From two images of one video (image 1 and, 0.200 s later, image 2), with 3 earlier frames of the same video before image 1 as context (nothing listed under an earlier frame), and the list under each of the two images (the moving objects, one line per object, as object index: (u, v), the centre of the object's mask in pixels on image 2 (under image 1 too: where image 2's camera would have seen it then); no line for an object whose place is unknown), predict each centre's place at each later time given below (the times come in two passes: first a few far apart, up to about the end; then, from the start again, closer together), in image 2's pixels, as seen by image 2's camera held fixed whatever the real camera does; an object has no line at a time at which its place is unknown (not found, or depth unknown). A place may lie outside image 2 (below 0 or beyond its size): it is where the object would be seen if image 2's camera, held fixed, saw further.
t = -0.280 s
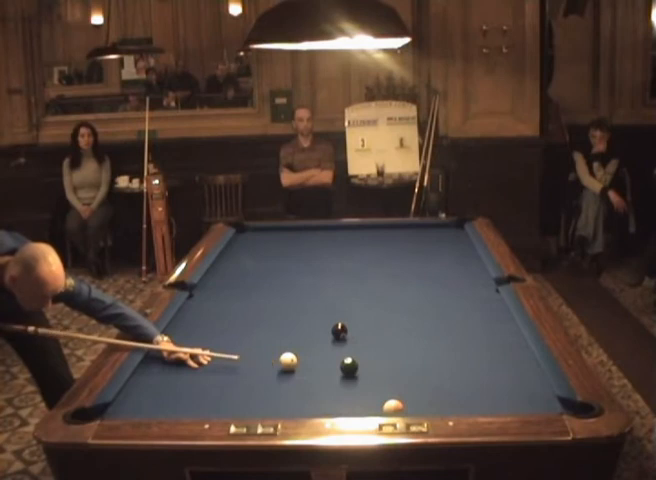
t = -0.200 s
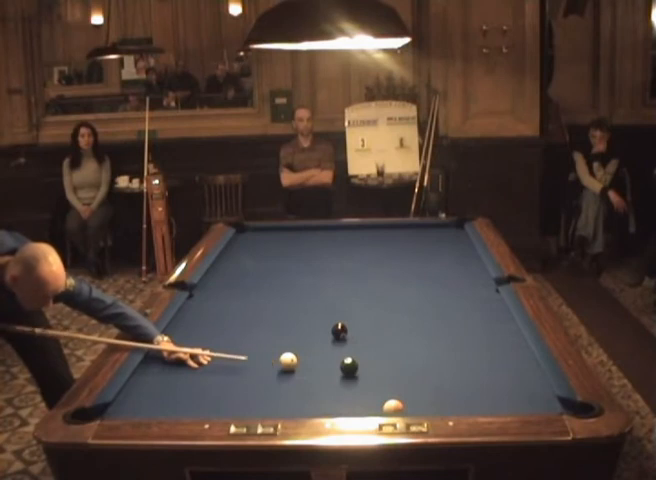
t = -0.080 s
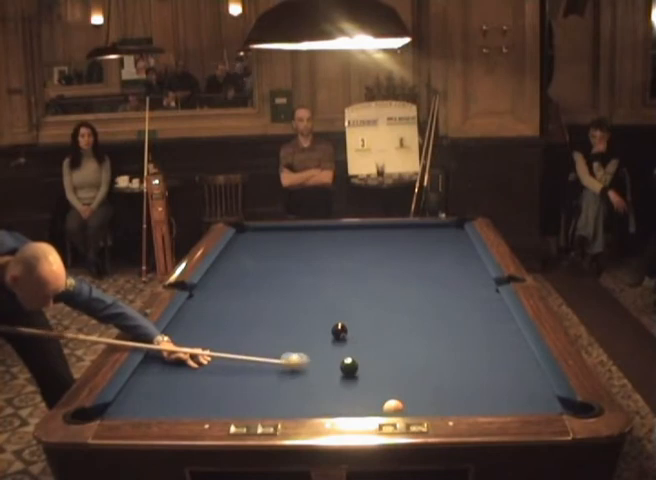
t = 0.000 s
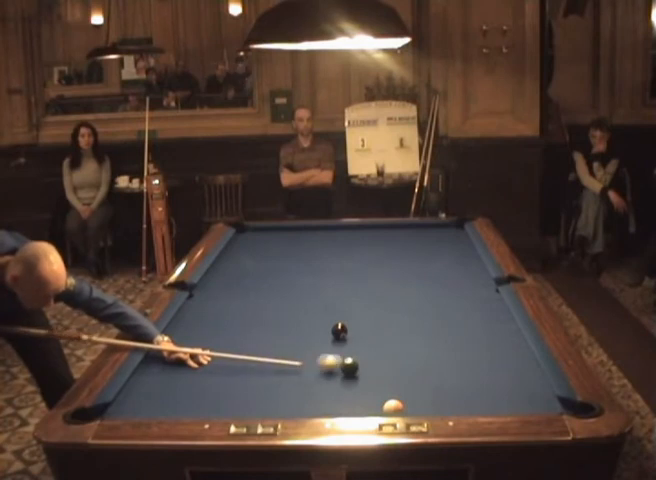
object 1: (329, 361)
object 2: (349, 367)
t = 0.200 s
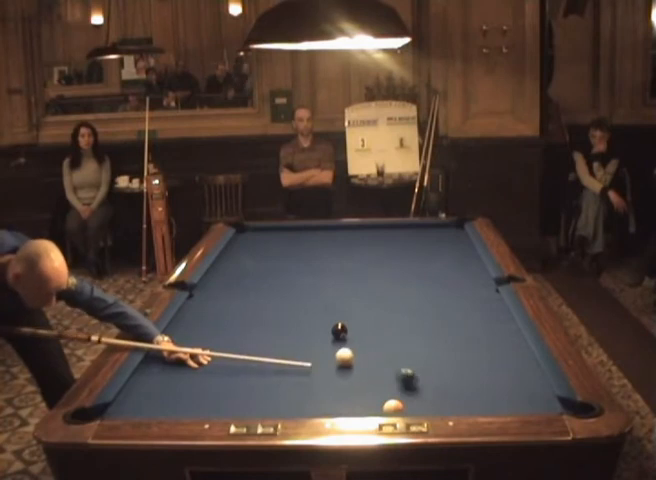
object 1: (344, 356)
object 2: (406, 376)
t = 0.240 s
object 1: (346, 355)
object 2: (417, 379)
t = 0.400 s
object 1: (354, 350)
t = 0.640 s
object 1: (364, 343)
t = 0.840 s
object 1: (372, 338)
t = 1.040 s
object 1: (379, 334)
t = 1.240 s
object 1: (386, 330)
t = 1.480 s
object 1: (392, 325)
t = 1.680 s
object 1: (398, 322)
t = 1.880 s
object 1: (403, 319)
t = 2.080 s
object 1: (408, 316)
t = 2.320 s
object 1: (412, 313)
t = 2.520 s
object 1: (416, 311)
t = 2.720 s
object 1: (419, 309)
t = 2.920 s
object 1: (422, 307)
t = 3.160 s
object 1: (426, 305)
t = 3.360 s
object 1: (427, 304)
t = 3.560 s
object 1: (429, 303)
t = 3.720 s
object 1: (430, 302)
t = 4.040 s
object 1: (431, 301)
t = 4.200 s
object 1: (433, 301)
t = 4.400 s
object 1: (433, 300)
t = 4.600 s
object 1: (433, 300)
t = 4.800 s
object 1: (433, 300)
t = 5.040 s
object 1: (433, 300)
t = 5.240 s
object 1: (433, 300)
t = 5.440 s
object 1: (433, 300)
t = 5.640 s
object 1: (433, 300)
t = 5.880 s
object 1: (433, 300)
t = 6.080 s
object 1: (433, 300)
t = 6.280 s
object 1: (433, 300)
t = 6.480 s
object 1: (433, 300)
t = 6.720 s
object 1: (433, 300)
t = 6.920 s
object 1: (433, 300)
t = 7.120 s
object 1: (433, 300)
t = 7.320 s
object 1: (433, 300)
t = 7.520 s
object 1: (433, 300)
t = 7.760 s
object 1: (433, 300)
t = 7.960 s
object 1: (433, 300)
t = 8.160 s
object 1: (433, 300)
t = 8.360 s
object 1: (433, 300)
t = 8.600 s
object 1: (433, 300)
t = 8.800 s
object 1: (433, 300)
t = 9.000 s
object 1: (433, 300)
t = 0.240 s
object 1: (346, 355)
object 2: (417, 379)
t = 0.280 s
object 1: (348, 354)
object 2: (429, 383)
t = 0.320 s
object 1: (350, 352)
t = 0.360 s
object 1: (352, 351)
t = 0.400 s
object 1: (354, 350)
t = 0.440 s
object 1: (355, 349)
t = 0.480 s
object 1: (357, 347)
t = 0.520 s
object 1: (359, 346)
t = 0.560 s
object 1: (361, 345)
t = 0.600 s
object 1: (362, 344)
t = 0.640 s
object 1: (364, 343)
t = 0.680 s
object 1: (365, 342)
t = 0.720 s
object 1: (367, 341)
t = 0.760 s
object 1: (369, 340)
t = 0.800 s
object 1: (370, 339)
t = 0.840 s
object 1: (372, 338)
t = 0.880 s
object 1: (373, 337)
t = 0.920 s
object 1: (375, 336)
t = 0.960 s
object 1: (376, 336)
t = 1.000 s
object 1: (377, 335)
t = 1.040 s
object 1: (379, 334)
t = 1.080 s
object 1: (380, 333)
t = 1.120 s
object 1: (381, 332)
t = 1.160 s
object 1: (383, 331)
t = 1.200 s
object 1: (384, 330)
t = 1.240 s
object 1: (386, 330)
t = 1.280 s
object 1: (387, 329)
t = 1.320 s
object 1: (388, 328)
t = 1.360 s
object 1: (389, 327)
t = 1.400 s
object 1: (390, 327)
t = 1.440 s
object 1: (392, 326)
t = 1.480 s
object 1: (392, 325)
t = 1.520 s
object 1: (394, 325)
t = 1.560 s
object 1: (395, 324)
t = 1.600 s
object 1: (396, 323)
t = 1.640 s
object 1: (397, 323)
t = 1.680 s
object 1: (398, 322)
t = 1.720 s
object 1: (399, 321)
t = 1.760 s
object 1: (400, 321)
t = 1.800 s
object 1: (401, 320)
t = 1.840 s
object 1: (402, 320)
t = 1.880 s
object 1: (403, 319)
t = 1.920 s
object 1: (404, 319)
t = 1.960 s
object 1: (405, 318)
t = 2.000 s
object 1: (406, 317)
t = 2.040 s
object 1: (407, 317)
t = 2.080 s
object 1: (408, 316)
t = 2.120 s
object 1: (408, 316)
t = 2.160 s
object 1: (409, 315)
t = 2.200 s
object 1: (410, 315)
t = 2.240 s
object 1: (411, 314)
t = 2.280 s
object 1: (412, 313)
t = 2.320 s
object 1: (412, 313)
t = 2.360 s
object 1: (413, 313)
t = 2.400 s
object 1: (414, 312)
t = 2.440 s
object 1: (414, 312)
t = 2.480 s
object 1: (415, 311)
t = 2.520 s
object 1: (416, 311)
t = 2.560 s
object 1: (416, 311)
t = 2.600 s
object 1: (417, 310)
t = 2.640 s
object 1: (418, 310)
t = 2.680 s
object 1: (419, 309)
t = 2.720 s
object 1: (419, 309)
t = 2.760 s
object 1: (420, 309)
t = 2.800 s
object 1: (420, 308)
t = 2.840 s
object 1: (421, 308)
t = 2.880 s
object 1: (422, 308)
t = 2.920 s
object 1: (422, 307)
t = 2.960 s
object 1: (423, 307)
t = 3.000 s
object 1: (424, 306)
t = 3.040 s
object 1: (424, 306)
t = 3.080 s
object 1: (424, 306)
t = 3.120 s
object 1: (425, 306)
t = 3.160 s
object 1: (426, 305)
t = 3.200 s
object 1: (426, 305)
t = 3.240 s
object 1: (426, 305)
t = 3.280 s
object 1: (427, 305)
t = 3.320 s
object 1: (427, 304)
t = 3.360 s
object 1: (427, 304)
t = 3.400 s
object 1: (428, 304)
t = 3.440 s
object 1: (428, 304)
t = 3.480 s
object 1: (429, 304)
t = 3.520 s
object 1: (429, 303)
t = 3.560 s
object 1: (429, 303)
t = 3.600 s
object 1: (430, 303)
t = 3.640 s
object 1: (430, 303)
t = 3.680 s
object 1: (430, 303)
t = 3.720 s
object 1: (430, 302)
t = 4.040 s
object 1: (431, 301)
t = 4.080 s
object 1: (432, 301)
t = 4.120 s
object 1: (432, 301)
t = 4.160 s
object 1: (433, 301)
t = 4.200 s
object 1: (433, 301)
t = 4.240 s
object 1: (433, 300)
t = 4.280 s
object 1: (433, 300)
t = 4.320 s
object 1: (433, 300)
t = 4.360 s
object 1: (433, 300)
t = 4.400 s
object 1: (433, 300)
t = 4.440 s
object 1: (433, 300)
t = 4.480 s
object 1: (433, 300)
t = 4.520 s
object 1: (433, 300)
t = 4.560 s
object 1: (433, 300)
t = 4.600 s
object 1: (433, 300)
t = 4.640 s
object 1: (433, 300)
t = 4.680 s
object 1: (433, 300)
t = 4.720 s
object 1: (433, 300)
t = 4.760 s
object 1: (433, 300)
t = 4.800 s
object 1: (433, 300)
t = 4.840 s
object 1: (433, 300)
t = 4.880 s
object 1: (433, 300)
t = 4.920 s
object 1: (433, 300)
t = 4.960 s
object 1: (433, 300)
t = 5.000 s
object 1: (433, 300)
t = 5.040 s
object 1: (433, 300)
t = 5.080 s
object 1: (433, 300)
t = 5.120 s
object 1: (433, 300)
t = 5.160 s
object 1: (433, 300)
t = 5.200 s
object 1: (433, 300)
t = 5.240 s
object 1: (433, 300)
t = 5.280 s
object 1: (433, 300)
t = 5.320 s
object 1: (433, 300)
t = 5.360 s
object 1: (433, 300)
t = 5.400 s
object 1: (433, 300)
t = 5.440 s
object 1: (433, 300)
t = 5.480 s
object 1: (433, 300)
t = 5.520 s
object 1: (433, 300)
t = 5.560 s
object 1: (433, 300)
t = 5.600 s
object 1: (433, 300)
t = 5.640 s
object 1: (433, 300)
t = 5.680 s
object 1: (433, 300)
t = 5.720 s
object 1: (433, 300)
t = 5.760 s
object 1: (433, 300)
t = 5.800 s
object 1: (433, 300)
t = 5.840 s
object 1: (433, 300)
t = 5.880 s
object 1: (433, 300)
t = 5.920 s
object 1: (433, 300)
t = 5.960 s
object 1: (433, 300)
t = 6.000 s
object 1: (433, 300)
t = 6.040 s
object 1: (433, 300)
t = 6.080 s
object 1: (433, 300)
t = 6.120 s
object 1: (433, 300)
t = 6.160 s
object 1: (433, 300)
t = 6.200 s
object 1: (433, 300)
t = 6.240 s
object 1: (433, 300)
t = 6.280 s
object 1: (433, 300)
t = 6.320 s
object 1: (433, 300)
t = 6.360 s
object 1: (433, 300)
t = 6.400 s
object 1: (433, 300)
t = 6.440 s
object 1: (433, 300)
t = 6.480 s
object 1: (433, 300)
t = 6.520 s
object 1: (433, 300)
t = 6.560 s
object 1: (433, 300)
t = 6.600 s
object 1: (433, 300)
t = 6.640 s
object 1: (433, 300)
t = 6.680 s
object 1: (433, 300)
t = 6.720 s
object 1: (433, 300)
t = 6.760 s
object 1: (433, 300)
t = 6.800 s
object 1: (433, 300)
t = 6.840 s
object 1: (433, 300)
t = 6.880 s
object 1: (433, 300)
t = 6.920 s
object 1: (433, 300)
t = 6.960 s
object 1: (433, 300)
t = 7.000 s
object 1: (433, 300)
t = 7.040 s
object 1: (433, 300)
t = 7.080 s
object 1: (433, 300)
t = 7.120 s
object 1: (433, 300)
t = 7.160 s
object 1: (433, 300)
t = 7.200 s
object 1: (433, 300)
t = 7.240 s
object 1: (433, 300)
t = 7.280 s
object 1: (433, 300)
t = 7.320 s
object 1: (433, 300)
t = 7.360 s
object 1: (433, 300)
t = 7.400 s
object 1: (433, 300)
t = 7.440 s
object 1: (433, 300)
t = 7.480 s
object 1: (433, 300)
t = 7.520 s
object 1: (433, 300)
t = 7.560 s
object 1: (433, 300)
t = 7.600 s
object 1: (433, 300)
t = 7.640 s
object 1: (433, 300)
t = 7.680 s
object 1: (433, 300)
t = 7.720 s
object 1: (433, 300)
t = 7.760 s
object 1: (433, 300)
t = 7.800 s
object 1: (433, 300)
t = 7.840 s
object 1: (433, 300)
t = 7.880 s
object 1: (433, 300)
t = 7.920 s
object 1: (433, 300)
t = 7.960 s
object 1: (433, 300)
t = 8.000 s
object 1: (433, 300)
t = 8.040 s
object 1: (433, 300)
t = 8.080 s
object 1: (433, 300)
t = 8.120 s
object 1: (433, 300)
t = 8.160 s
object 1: (433, 300)
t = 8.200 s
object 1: (433, 300)
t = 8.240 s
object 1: (433, 300)
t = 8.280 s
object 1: (433, 300)
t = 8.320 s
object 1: (433, 300)
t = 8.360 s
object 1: (433, 300)
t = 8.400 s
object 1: (433, 300)
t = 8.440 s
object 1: (433, 300)
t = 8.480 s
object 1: (433, 300)
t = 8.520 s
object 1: (433, 300)
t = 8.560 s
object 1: (433, 300)
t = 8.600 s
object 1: (433, 300)
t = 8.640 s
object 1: (433, 300)
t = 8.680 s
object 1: (433, 300)
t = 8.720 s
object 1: (433, 300)
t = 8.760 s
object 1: (433, 300)
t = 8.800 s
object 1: (433, 300)
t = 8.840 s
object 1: (433, 300)
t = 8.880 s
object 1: (433, 300)
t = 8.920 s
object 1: (433, 300)
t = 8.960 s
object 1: (433, 300)
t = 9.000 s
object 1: (433, 300)
